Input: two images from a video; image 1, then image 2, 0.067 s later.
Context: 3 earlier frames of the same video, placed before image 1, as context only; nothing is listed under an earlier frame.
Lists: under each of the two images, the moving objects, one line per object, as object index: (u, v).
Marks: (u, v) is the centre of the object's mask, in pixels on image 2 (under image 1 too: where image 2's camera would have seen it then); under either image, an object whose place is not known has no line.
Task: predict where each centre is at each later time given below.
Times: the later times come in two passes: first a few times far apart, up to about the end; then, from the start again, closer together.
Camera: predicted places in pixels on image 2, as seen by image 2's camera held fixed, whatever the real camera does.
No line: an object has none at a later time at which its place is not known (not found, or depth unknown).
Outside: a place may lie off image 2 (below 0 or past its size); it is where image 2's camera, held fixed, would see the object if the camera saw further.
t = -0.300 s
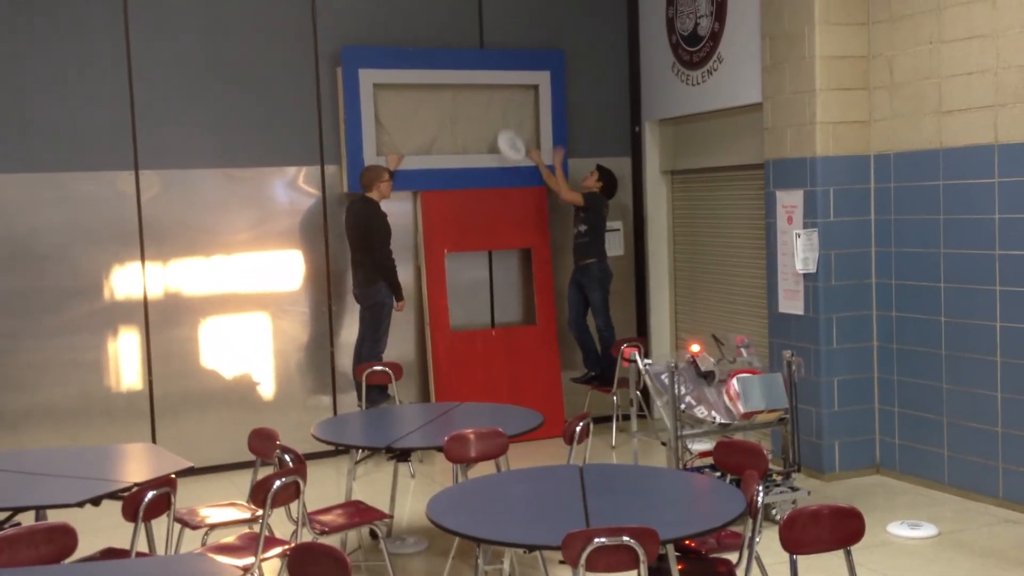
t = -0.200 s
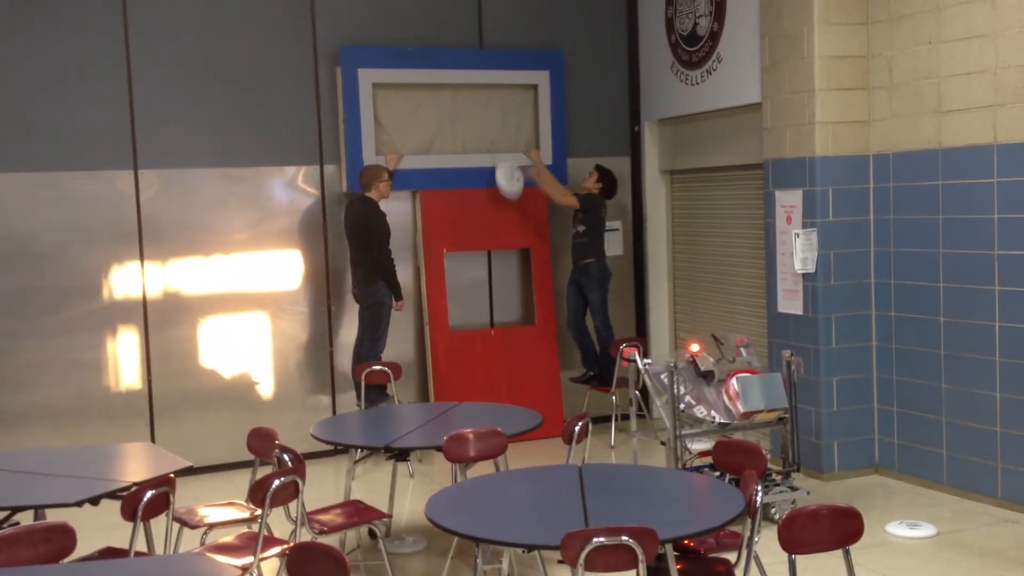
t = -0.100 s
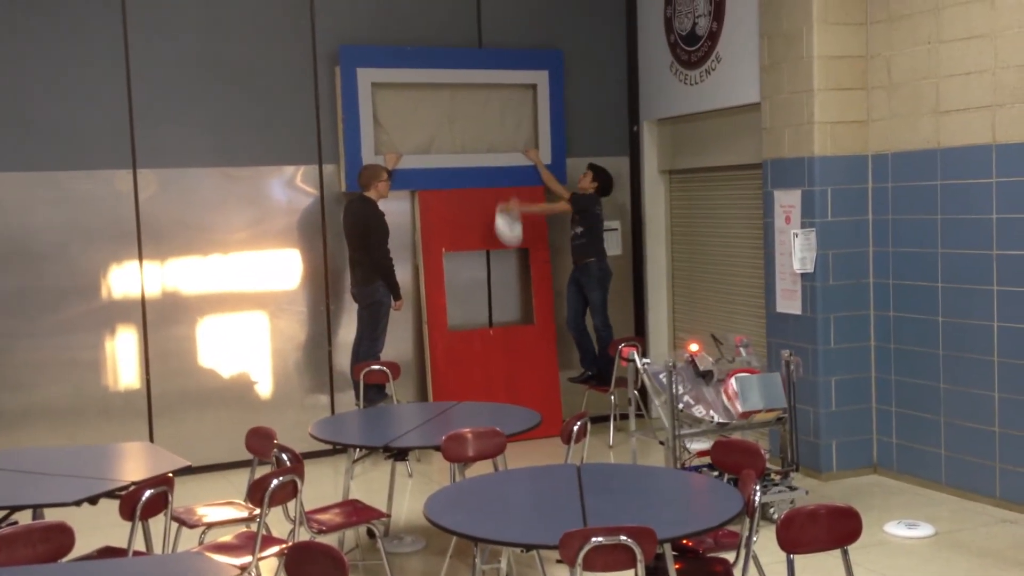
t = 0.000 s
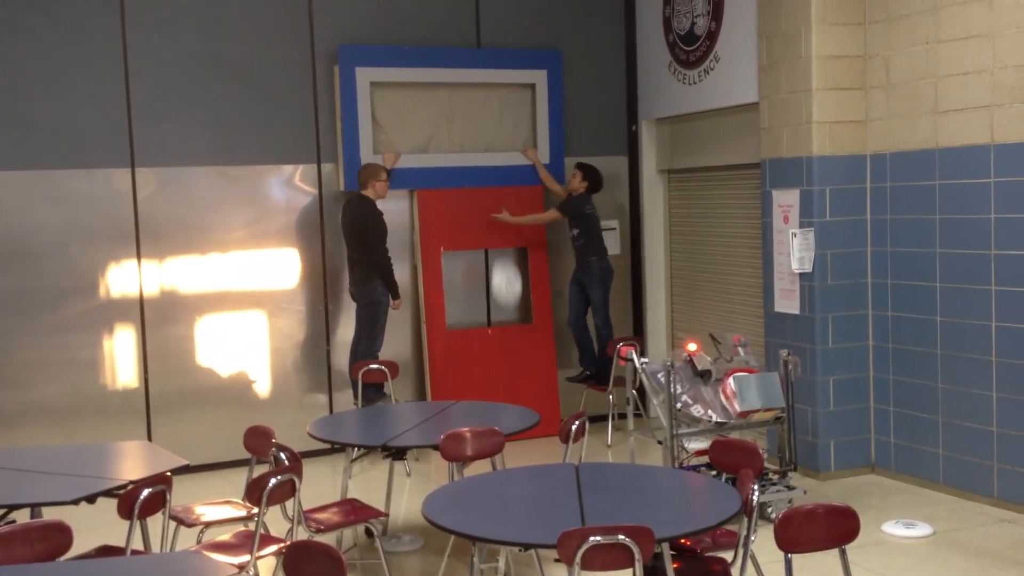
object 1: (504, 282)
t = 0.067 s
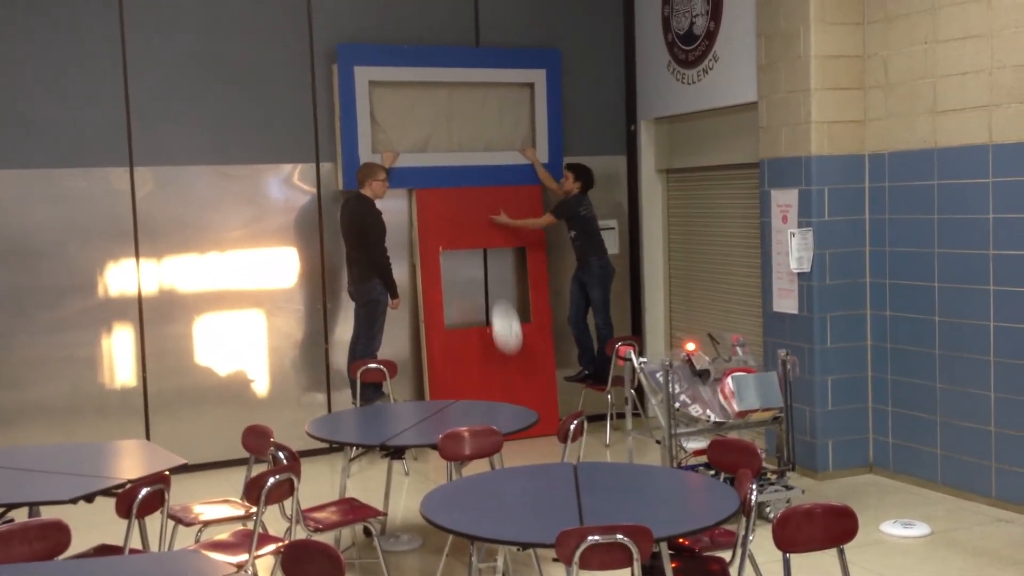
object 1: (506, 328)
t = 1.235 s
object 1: (510, 460)
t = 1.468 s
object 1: (476, 468)
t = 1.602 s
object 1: (439, 477)
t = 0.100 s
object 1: (508, 351)
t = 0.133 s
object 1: (510, 377)
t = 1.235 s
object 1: (510, 460)
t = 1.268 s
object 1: (509, 461)
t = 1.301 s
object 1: (482, 466)
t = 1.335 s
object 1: (481, 466)
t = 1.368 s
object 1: (479, 467)
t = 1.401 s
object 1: (477, 467)
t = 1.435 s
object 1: (476, 467)
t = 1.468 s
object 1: (476, 468)
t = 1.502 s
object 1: (474, 469)
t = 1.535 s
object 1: (471, 470)
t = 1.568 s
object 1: (442, 477)
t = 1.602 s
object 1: (439, 477)
